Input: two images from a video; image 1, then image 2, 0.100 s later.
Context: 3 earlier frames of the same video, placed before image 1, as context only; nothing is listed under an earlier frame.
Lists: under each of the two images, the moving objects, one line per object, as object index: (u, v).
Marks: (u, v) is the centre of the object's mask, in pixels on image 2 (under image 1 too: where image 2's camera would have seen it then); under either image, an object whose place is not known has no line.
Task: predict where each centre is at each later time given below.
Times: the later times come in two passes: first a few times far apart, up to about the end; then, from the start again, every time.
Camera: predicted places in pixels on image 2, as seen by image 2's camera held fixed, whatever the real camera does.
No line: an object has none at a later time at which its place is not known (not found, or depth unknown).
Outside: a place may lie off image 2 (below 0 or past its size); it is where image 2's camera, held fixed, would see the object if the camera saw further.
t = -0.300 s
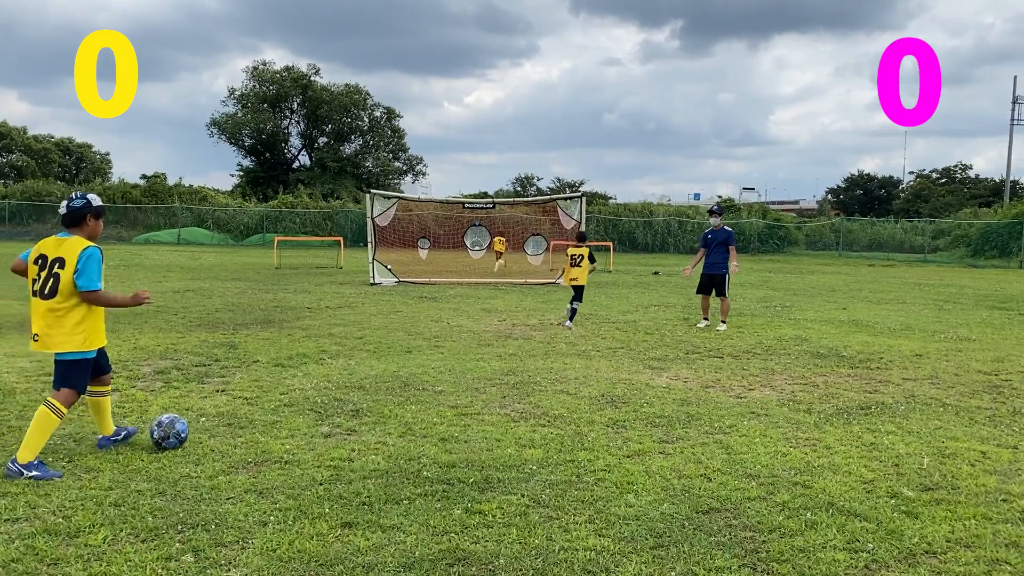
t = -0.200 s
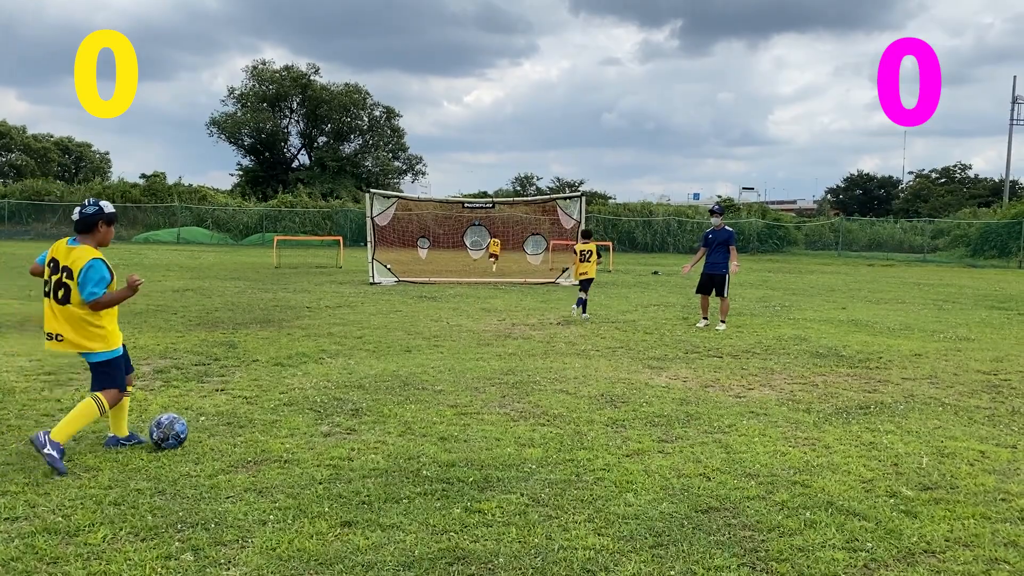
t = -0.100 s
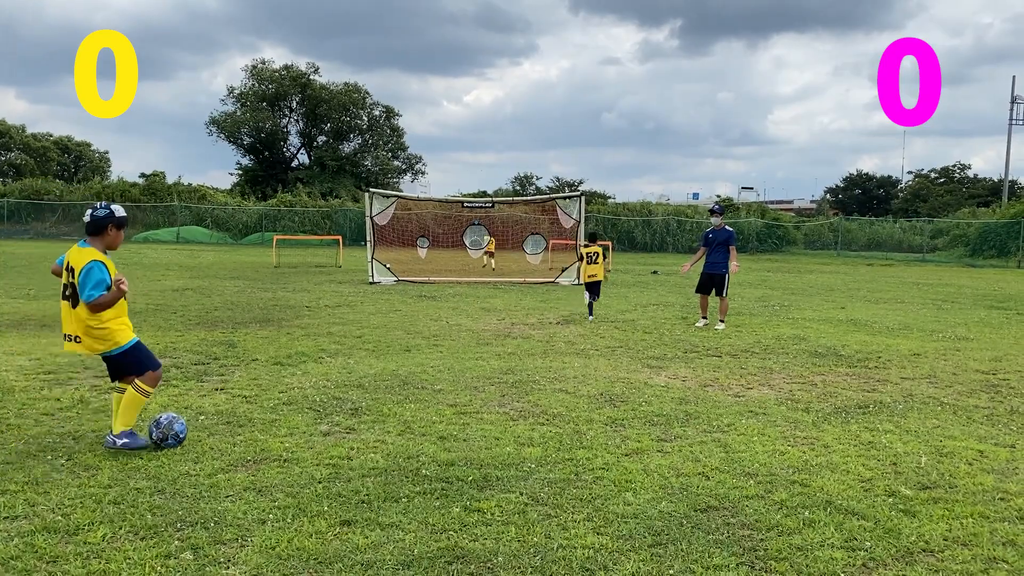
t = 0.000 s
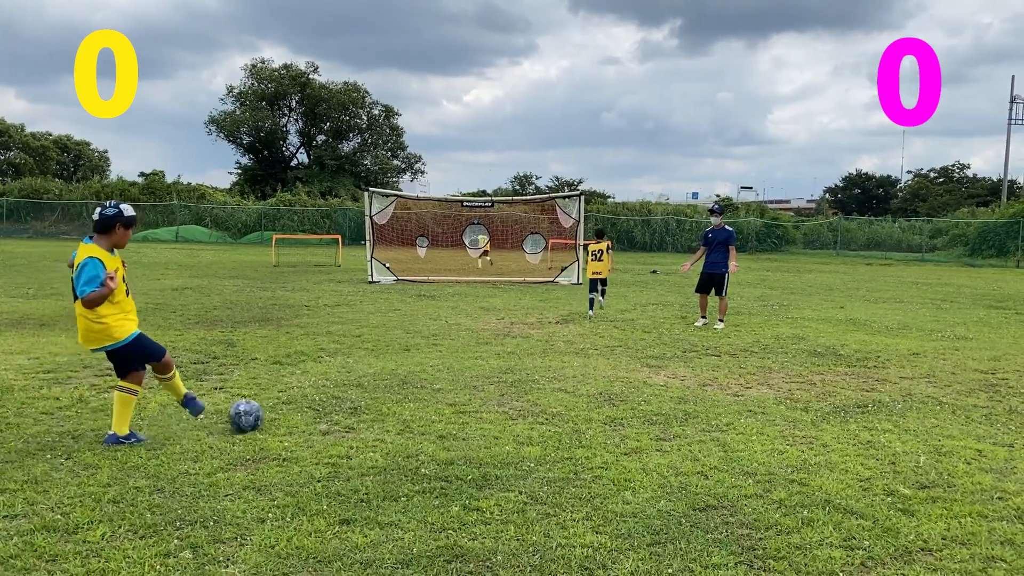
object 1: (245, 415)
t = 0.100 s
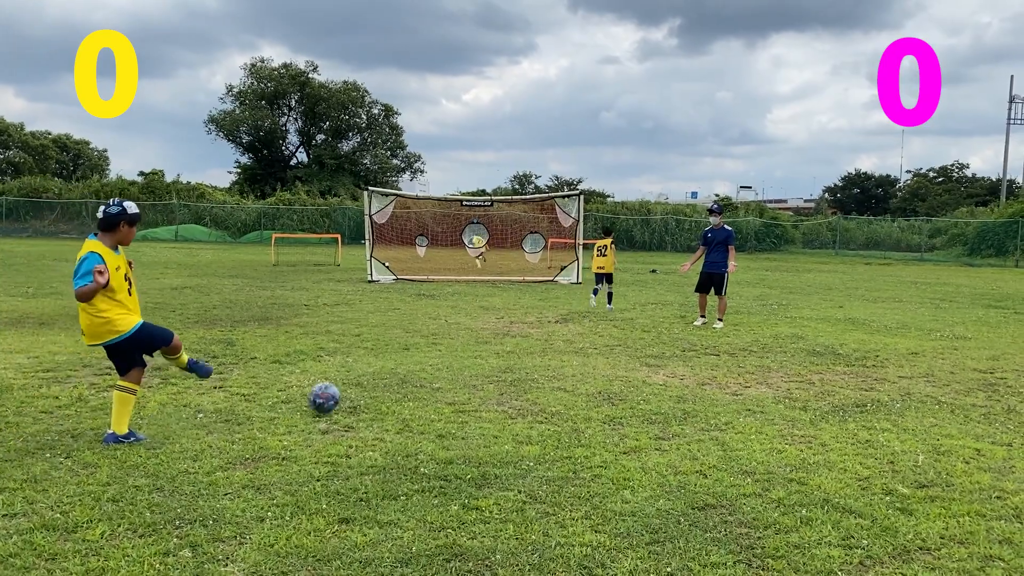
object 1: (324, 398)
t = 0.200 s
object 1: (386, 390)
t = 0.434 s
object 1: (476, 367)
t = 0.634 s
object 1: (532, 355)
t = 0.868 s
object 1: (586, 352)
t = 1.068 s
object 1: (623, 341)
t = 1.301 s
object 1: (659, 335)
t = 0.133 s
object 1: (347, 395)
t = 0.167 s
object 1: (368, 393)
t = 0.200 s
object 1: (386, 390)
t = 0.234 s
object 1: (401, 385)
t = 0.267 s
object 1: (416, 380)
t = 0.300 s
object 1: (429, 377)
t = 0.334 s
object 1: (442, 376)
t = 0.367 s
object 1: (454, 376)
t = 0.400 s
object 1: (466, 374)
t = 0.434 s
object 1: (476, 367)
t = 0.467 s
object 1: (486, 361)
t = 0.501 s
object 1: (496, 357)
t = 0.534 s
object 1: (506, 355)
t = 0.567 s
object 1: (515, 354)
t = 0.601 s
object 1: (524, 354)
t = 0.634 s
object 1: (532, 355)
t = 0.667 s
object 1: (540, 357)
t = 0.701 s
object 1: (548, 359)
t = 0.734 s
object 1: (556, 356)
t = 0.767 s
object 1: (564, 353)
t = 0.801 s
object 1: (571, 351)
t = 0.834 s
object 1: (578, 351)
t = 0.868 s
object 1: (586, 352)
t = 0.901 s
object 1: (592, 350)
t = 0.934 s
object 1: (599, 346)
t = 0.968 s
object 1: (605, 343)
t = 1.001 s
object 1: (611, 342)
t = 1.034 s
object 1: (617, 341)
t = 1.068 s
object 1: (623, 341)
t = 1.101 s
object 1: (628, 342)
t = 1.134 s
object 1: (634, 340)
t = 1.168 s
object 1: (639, 337)
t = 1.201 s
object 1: (645, 335)
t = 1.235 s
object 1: (649, 335)
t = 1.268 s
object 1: (654, 335)
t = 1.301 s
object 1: (659, 335)
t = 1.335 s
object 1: (663, 331)
